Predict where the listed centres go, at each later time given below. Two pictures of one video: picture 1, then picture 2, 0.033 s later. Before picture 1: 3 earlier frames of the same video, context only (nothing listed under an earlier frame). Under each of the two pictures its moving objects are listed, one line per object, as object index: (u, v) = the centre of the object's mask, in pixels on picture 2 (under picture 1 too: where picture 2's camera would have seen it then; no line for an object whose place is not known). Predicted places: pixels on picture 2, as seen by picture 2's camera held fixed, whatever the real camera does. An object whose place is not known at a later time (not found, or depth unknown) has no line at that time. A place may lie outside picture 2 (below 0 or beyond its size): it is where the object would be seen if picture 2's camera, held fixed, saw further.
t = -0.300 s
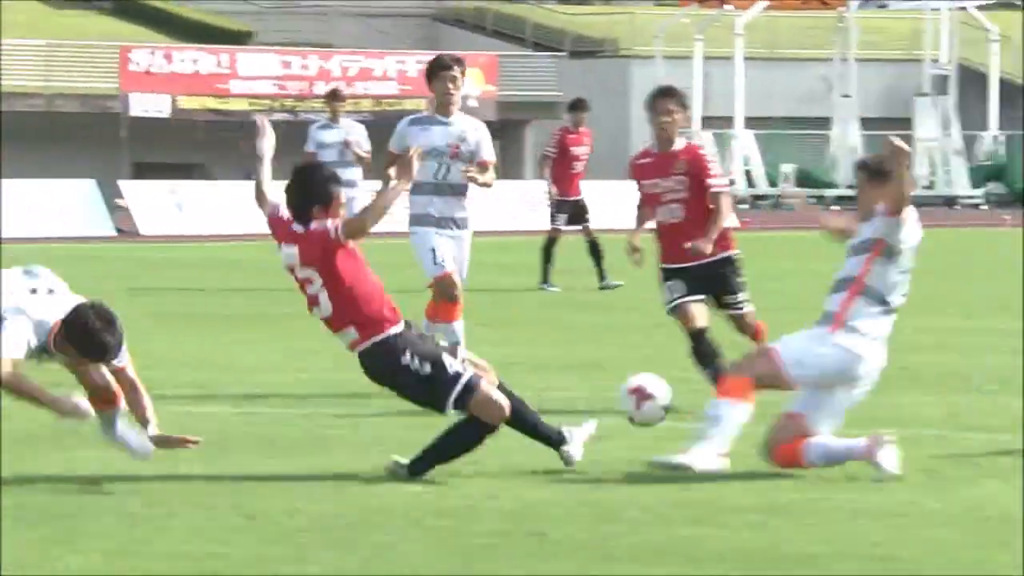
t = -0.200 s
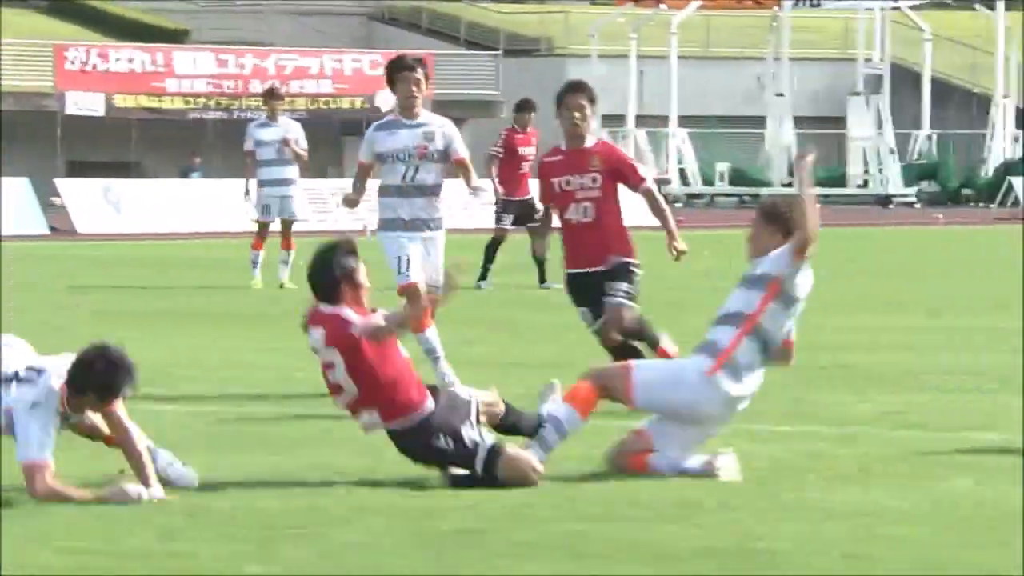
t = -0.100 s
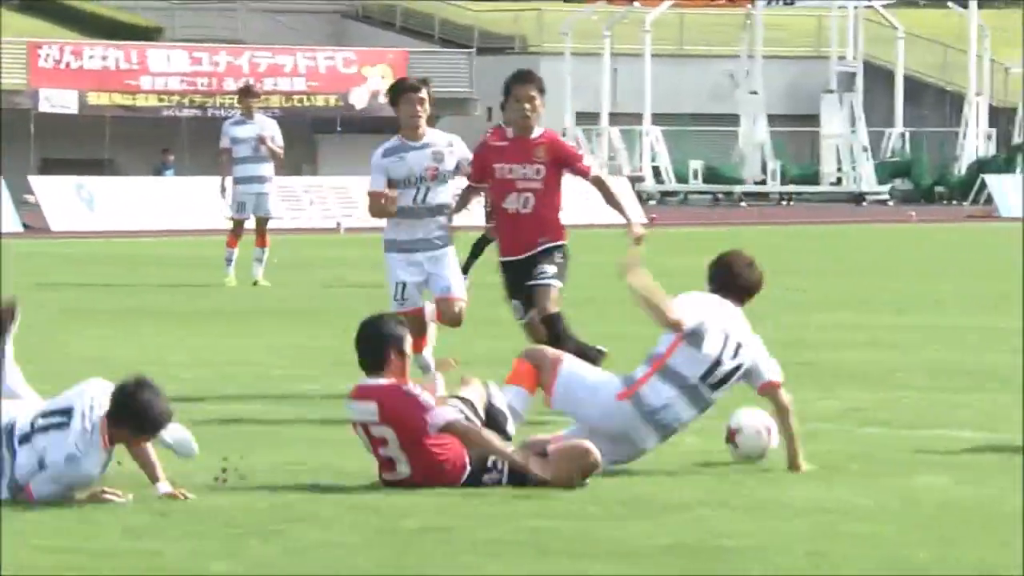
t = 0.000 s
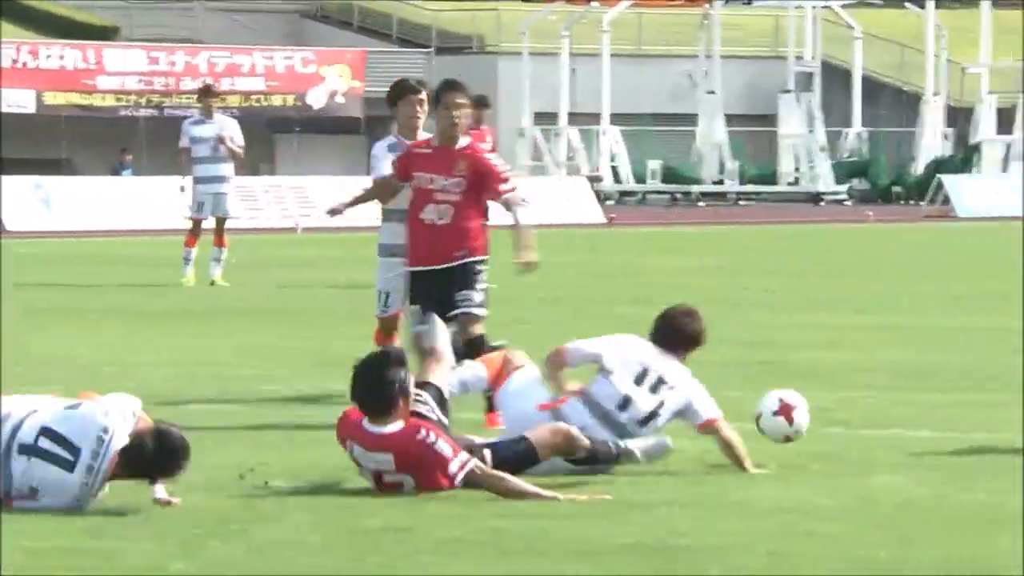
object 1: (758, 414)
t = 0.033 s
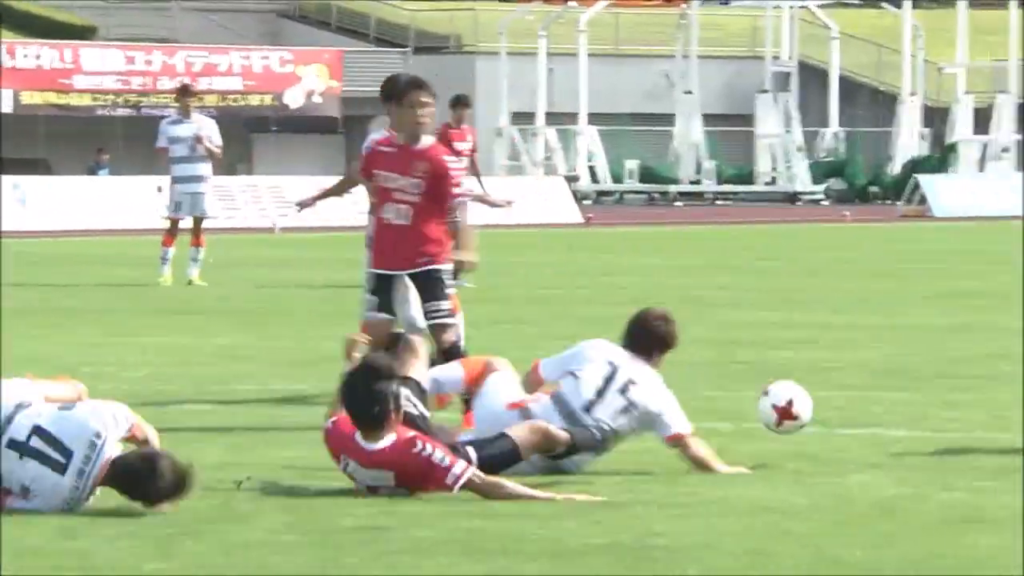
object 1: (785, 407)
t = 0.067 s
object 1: (812, 401)
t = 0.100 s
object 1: (840, 400)
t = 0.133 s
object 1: (867, 399)
